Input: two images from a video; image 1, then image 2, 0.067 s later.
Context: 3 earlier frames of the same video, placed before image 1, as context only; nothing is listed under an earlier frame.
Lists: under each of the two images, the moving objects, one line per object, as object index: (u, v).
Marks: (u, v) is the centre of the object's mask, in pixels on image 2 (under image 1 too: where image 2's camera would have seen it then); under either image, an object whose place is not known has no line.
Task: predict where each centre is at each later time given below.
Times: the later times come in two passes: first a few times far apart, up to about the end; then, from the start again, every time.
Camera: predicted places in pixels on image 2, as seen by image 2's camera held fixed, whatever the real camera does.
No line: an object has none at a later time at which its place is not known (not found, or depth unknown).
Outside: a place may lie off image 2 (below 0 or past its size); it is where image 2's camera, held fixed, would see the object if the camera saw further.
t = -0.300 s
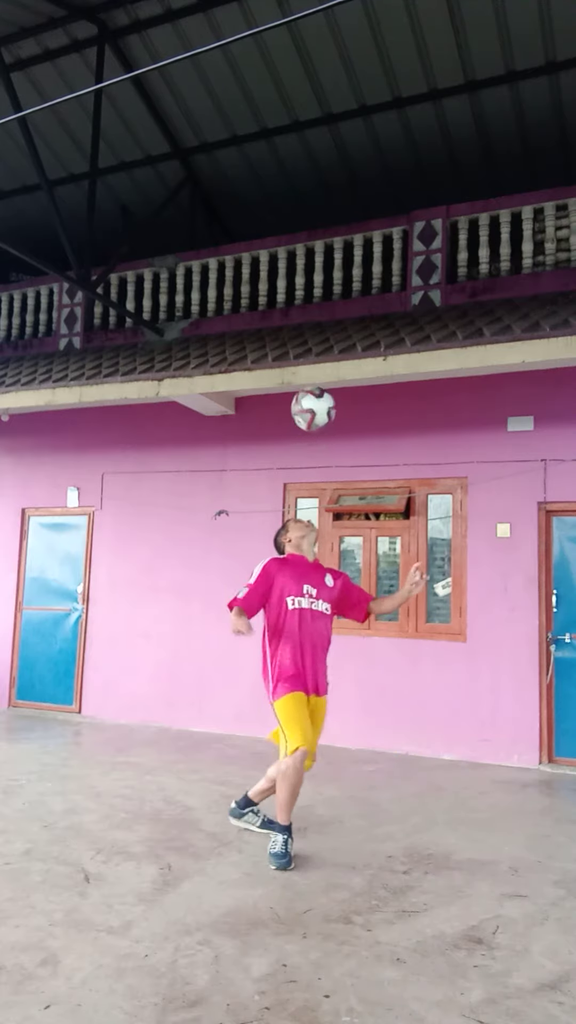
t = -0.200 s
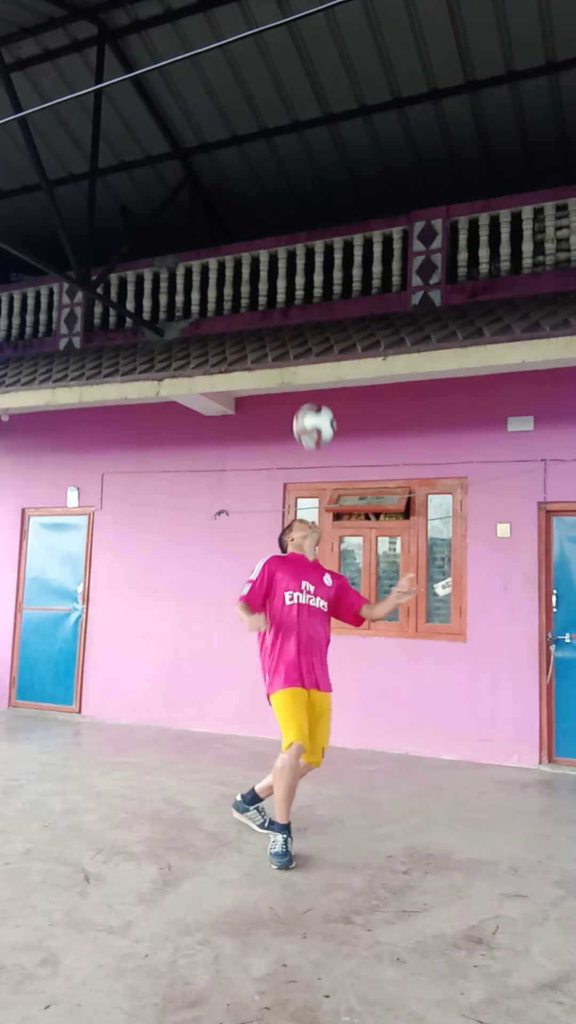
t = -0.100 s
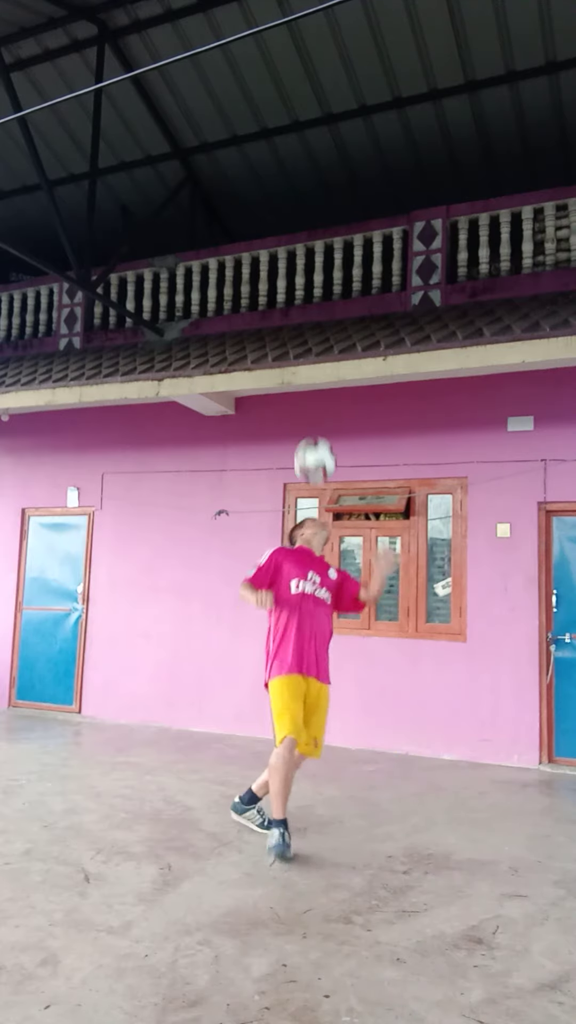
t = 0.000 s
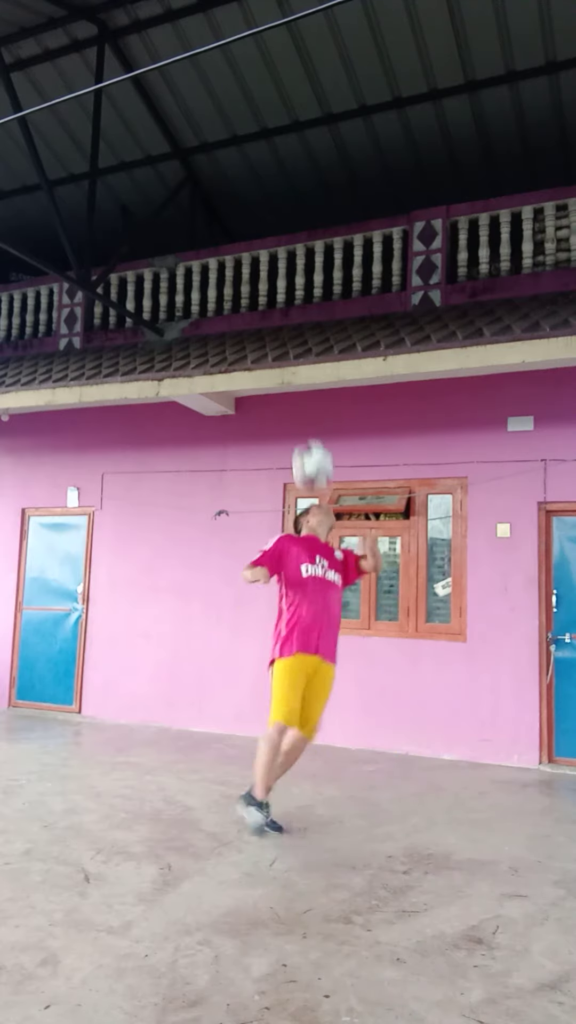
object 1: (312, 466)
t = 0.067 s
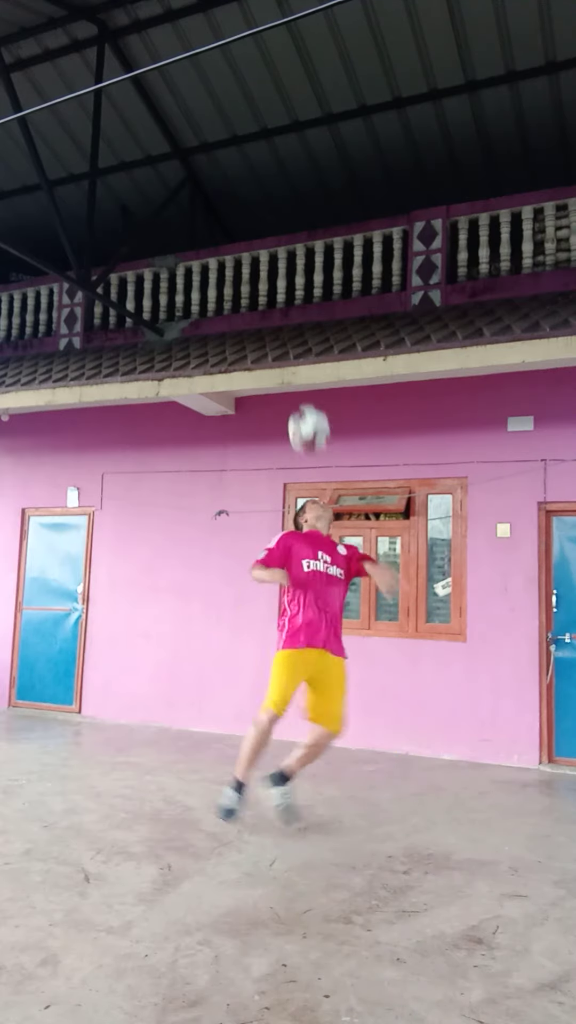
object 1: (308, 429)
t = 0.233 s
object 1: (298, 374)
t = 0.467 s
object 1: (282, 378)
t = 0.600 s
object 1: (271, 422)
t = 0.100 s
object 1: (307, 415)
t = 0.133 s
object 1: (305, 403)
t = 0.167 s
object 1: (303, 391)
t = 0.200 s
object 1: (300, 382)
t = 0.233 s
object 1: (298, 374)
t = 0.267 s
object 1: (295, 369)
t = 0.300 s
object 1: (294, 365)
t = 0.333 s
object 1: (291, 364)
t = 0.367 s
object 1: (289, 364)
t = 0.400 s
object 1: (287, 366)
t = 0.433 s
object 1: (284, 371)
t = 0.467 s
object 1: (282, 378)
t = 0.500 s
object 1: (279, 387)
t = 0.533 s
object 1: (276, 397)
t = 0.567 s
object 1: (273, 409)
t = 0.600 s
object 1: (271, 422)
